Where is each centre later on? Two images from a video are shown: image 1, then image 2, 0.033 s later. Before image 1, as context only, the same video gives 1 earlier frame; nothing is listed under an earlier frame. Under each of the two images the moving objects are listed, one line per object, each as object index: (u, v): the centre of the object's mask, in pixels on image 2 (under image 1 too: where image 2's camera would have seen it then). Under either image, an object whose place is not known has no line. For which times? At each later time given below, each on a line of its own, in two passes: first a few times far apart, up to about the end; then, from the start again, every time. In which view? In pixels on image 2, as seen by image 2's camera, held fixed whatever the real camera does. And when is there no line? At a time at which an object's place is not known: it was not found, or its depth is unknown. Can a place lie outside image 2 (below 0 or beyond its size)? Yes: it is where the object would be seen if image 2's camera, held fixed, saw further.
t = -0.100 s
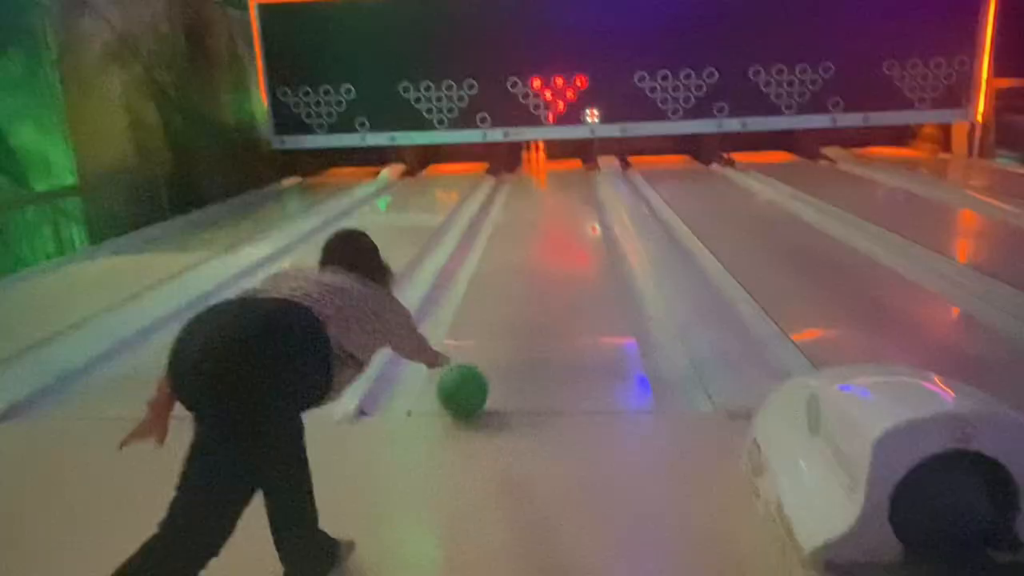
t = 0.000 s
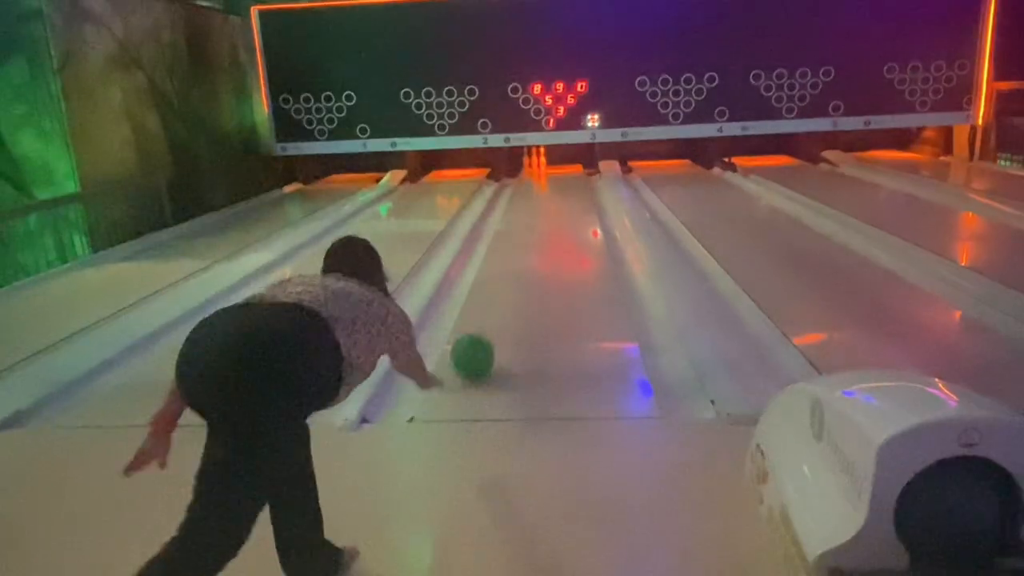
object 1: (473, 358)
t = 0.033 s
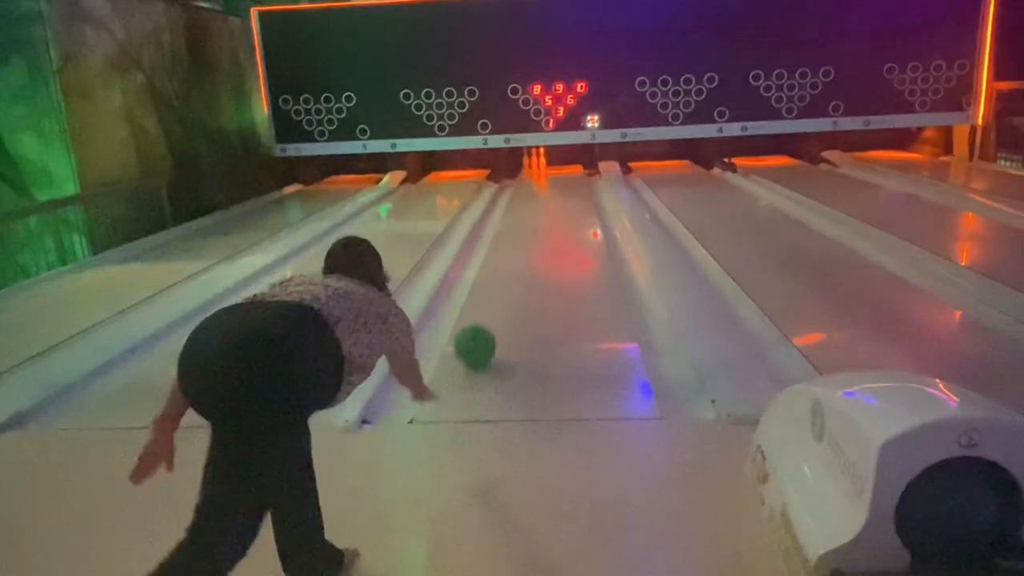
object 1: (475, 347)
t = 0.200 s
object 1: (482, 302)
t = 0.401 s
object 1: (487, 268)
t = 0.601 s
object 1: (491, 247)
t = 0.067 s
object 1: (477, 336)
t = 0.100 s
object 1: (478, 326)
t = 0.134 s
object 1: (480, 318)
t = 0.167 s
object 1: (481, 311)
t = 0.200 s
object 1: (482, 302)
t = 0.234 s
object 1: (483, 296)
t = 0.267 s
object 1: (484, 289)
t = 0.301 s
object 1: (485, 284)
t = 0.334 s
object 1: (486, 279)
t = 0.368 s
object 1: (487, 273)
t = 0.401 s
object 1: (487, 268)
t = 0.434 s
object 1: (488, 265)
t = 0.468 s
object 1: (488, 260)
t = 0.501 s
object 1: (488, 257)
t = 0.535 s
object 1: (489, 254)
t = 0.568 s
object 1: (490, 251)
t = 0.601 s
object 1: (491, 247)
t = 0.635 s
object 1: (491, 245)
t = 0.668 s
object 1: (491, 244)
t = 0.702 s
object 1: (492, 240)
